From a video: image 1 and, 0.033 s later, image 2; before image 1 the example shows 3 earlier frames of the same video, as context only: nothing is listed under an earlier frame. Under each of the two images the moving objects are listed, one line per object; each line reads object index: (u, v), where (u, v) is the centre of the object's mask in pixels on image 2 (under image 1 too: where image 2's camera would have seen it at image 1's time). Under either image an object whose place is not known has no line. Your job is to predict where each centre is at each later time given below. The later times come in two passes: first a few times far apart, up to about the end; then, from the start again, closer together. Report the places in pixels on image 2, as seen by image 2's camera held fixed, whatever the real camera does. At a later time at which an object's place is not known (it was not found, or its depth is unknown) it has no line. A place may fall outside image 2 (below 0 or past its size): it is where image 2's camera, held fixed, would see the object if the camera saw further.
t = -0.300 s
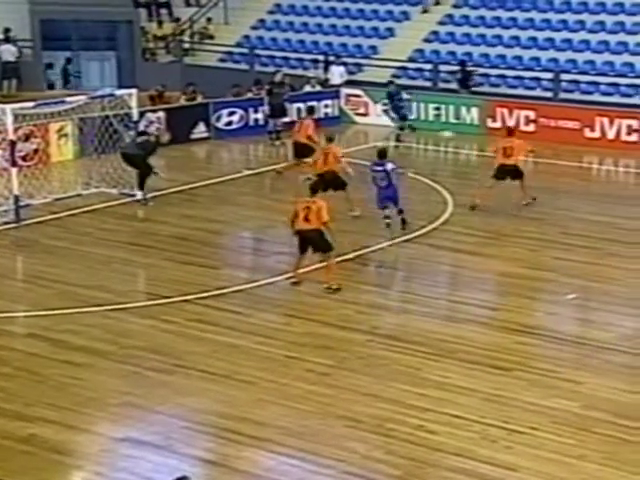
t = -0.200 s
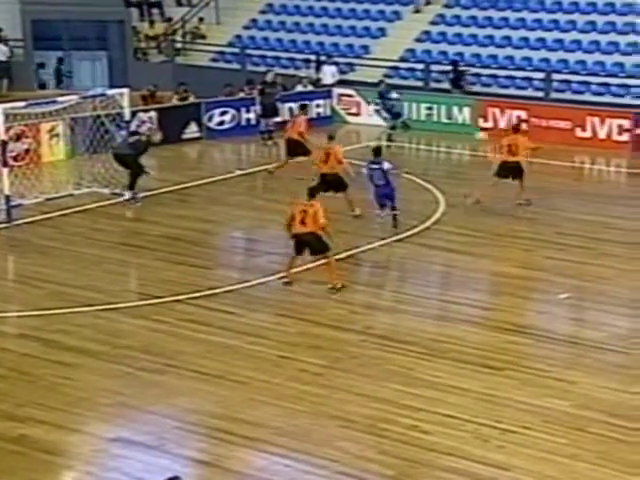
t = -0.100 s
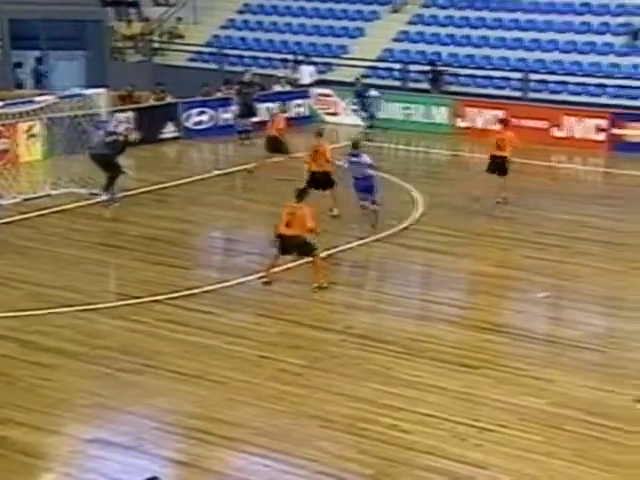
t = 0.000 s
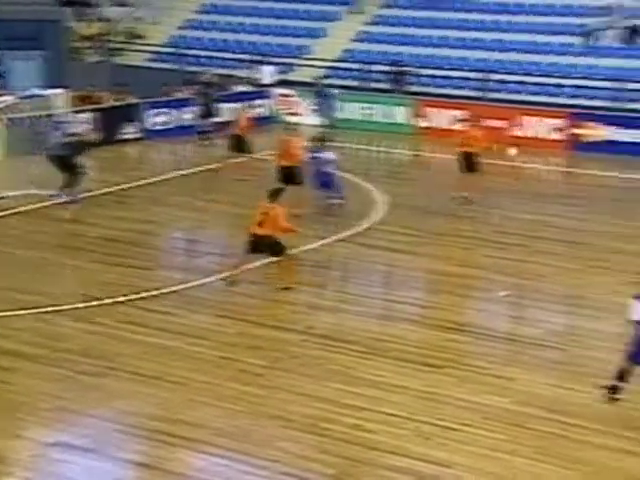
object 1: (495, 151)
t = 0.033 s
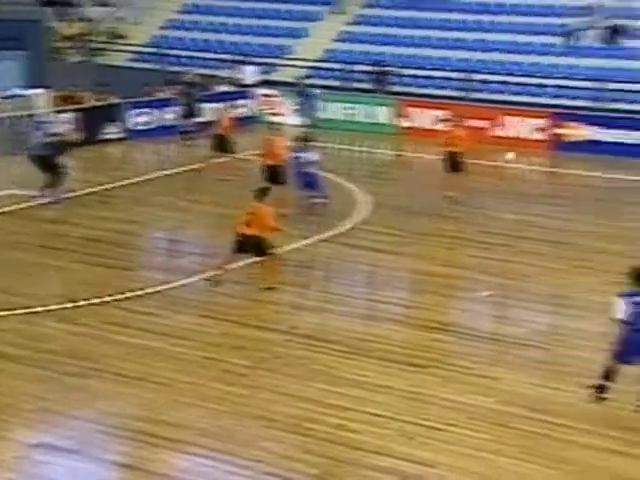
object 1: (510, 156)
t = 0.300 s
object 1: (641, 207)
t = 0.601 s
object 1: (782, 232)
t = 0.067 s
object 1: (524, 160)
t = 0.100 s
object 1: (540, 166)
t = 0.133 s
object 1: (556, 173)
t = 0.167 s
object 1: (572, 181)
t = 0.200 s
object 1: (590, 189)
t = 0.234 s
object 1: (608, 198)
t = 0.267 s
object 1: (626, 206)
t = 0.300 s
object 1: (641, 207)
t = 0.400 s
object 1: (686, 209)
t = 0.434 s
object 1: (701, 211)
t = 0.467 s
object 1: (717, 214)
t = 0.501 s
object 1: (734, 217)
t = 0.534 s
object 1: (748, 222)
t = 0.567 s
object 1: (765, 226)
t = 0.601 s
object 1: (782, 232)
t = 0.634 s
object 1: (799, 239)
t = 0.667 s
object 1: (814, 241)
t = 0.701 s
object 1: (828, 240)
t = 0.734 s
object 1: (845, 242)
